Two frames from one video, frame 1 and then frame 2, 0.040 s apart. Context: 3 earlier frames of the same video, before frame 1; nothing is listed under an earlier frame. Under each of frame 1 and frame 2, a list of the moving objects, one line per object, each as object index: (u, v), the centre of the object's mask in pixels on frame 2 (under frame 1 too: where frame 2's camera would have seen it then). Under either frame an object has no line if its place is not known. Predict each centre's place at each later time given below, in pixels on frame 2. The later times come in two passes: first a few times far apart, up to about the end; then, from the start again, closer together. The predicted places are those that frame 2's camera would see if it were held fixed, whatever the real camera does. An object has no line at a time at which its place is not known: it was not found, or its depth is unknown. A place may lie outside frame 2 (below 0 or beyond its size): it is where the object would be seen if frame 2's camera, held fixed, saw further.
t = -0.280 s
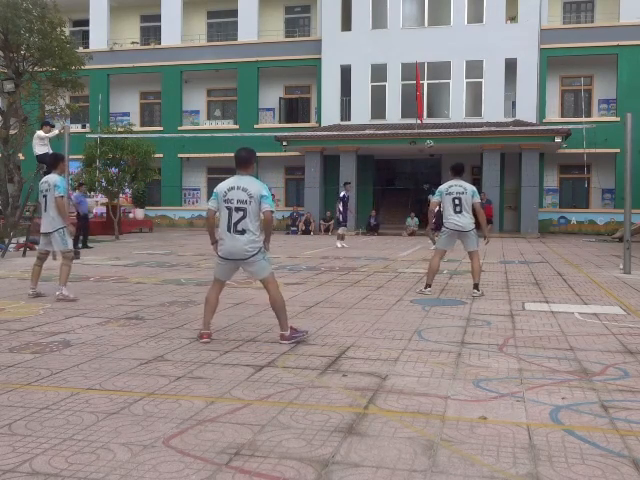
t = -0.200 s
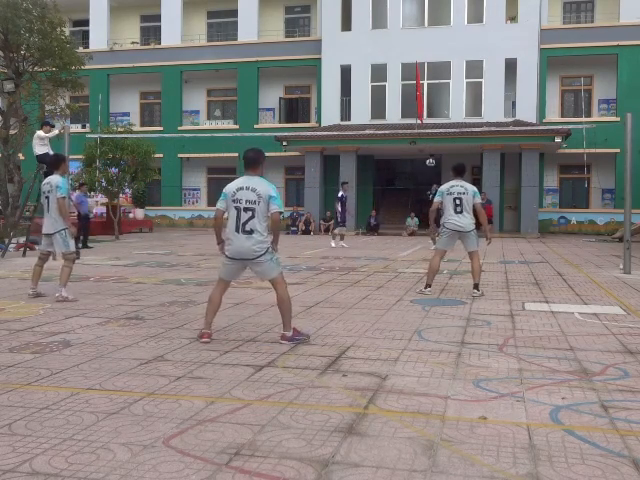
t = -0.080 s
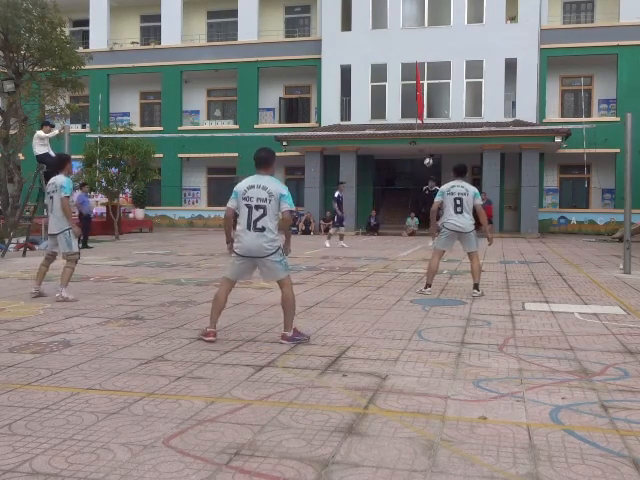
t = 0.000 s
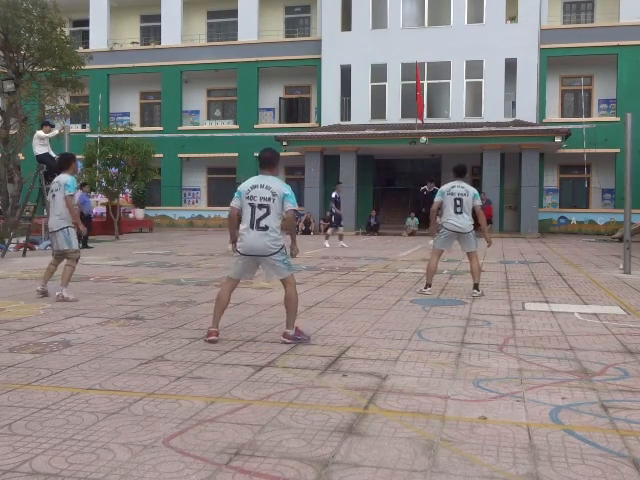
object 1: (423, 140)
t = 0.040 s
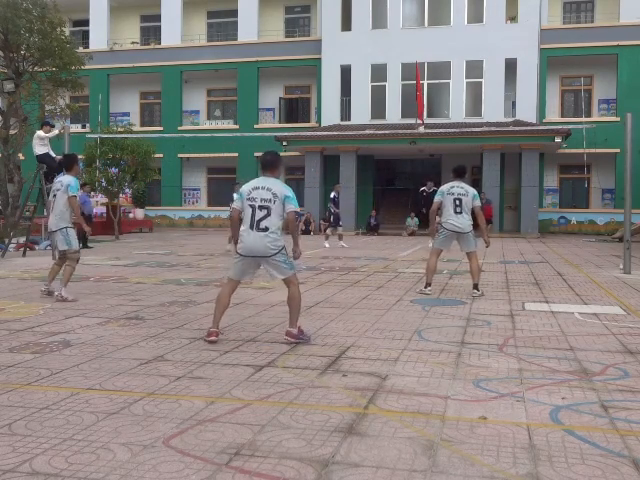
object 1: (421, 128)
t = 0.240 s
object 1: (409, 82)
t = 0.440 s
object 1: (393, 47)
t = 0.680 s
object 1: (367, 23)
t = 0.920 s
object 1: (329, 36)
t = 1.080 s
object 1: (293, 77)
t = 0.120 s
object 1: (416, 110)
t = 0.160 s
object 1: (414, 100)
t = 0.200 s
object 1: (412, 91)
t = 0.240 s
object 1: (409, 82)
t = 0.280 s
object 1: (406, 74)
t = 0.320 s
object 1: (403, 66)
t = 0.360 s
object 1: (400, 59)
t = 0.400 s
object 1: (397, 53)
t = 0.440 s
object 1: (393, 47)
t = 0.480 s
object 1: (389, 42)
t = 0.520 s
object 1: (385, 36)
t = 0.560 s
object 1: (381, 32)
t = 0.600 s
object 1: (377, 28)
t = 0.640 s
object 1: (372, 25)
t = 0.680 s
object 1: (367, 23)
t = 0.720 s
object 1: (362, 23)
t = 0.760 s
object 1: (356, 23)
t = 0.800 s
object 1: (349, 24)
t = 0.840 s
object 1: (343, 26)
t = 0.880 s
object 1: (336, 31)
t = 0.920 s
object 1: (329, 36)
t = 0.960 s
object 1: (321, 44)
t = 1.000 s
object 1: (312, 52)
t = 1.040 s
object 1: (303, 63)
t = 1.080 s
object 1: (293, 77)
